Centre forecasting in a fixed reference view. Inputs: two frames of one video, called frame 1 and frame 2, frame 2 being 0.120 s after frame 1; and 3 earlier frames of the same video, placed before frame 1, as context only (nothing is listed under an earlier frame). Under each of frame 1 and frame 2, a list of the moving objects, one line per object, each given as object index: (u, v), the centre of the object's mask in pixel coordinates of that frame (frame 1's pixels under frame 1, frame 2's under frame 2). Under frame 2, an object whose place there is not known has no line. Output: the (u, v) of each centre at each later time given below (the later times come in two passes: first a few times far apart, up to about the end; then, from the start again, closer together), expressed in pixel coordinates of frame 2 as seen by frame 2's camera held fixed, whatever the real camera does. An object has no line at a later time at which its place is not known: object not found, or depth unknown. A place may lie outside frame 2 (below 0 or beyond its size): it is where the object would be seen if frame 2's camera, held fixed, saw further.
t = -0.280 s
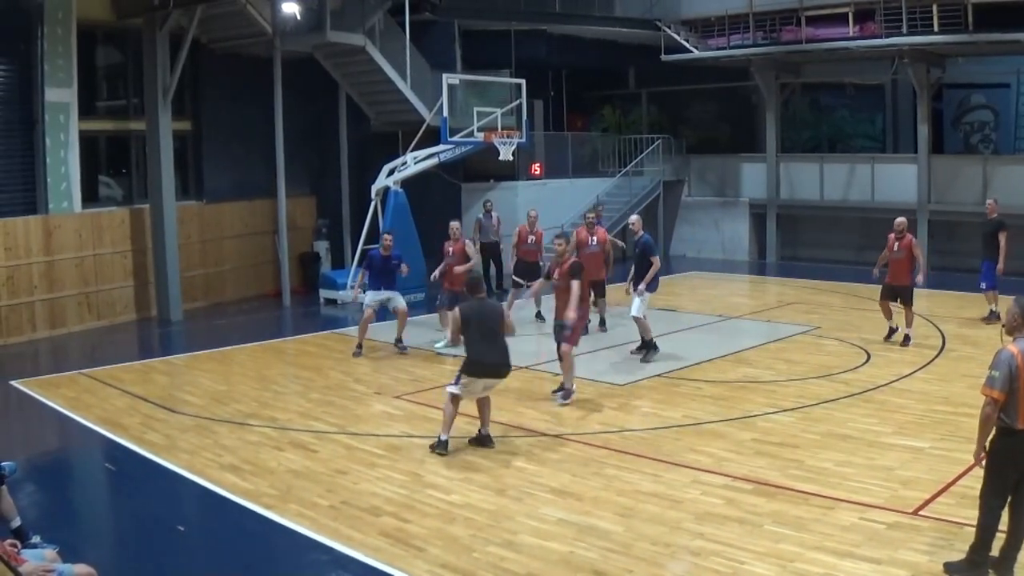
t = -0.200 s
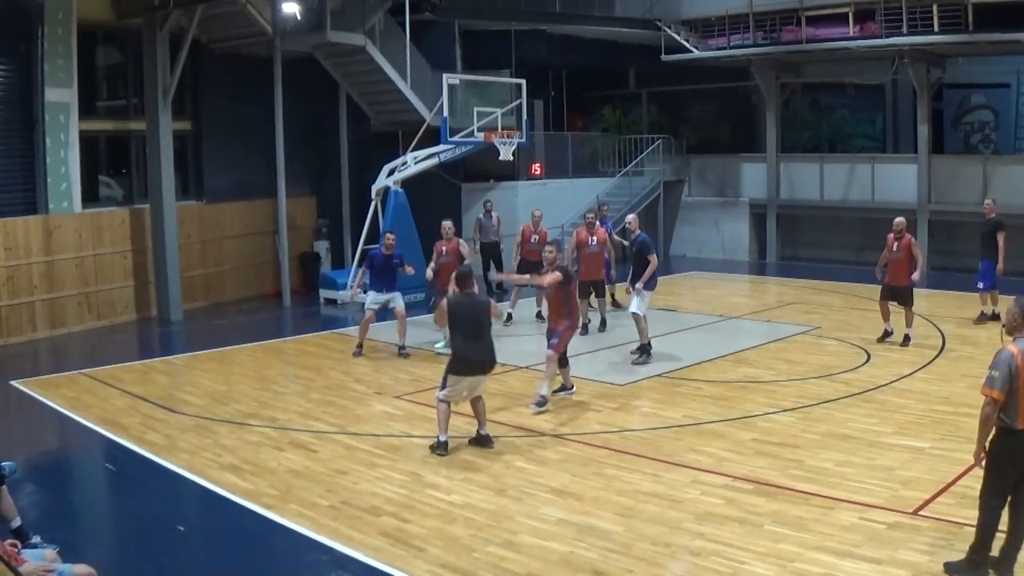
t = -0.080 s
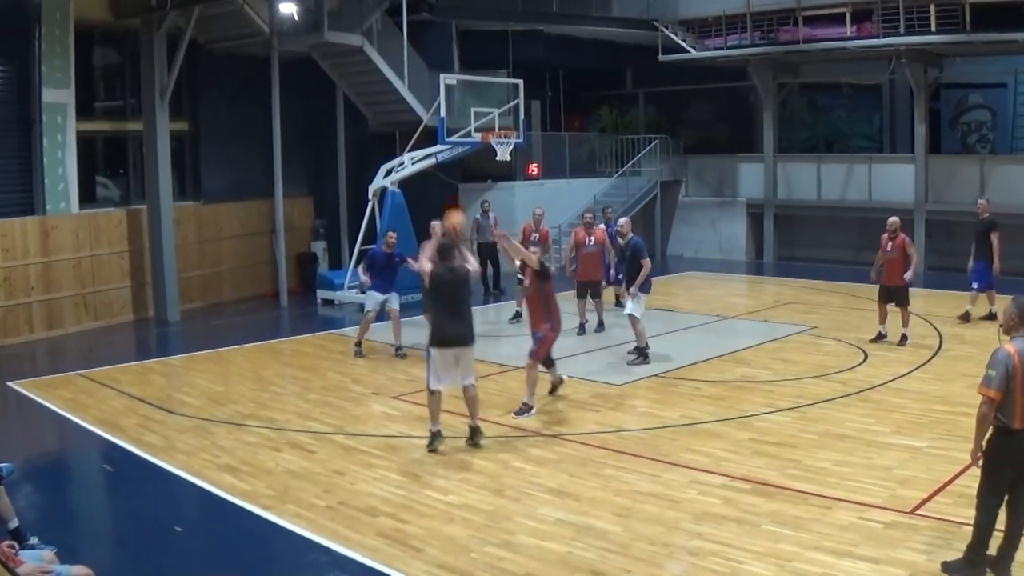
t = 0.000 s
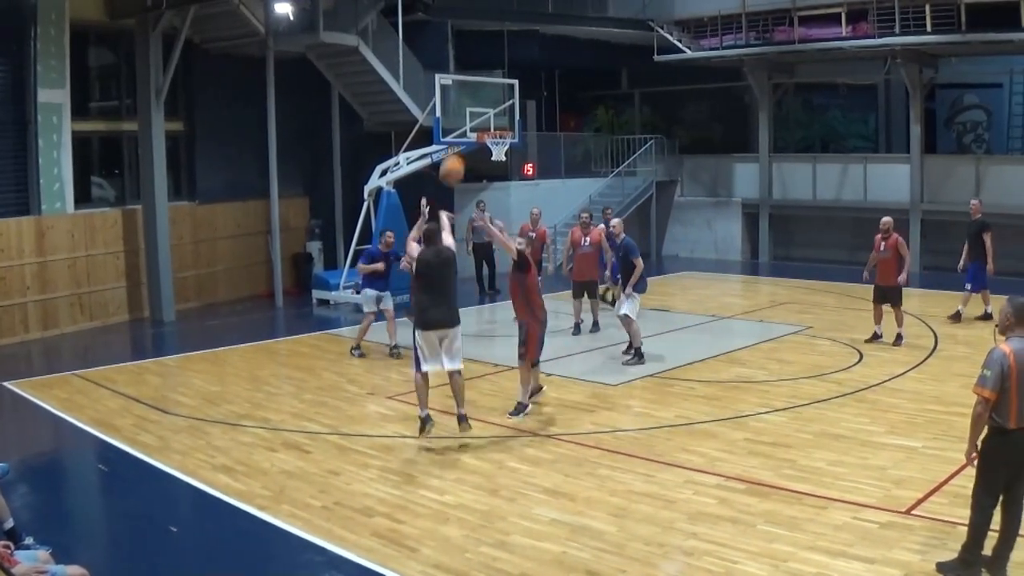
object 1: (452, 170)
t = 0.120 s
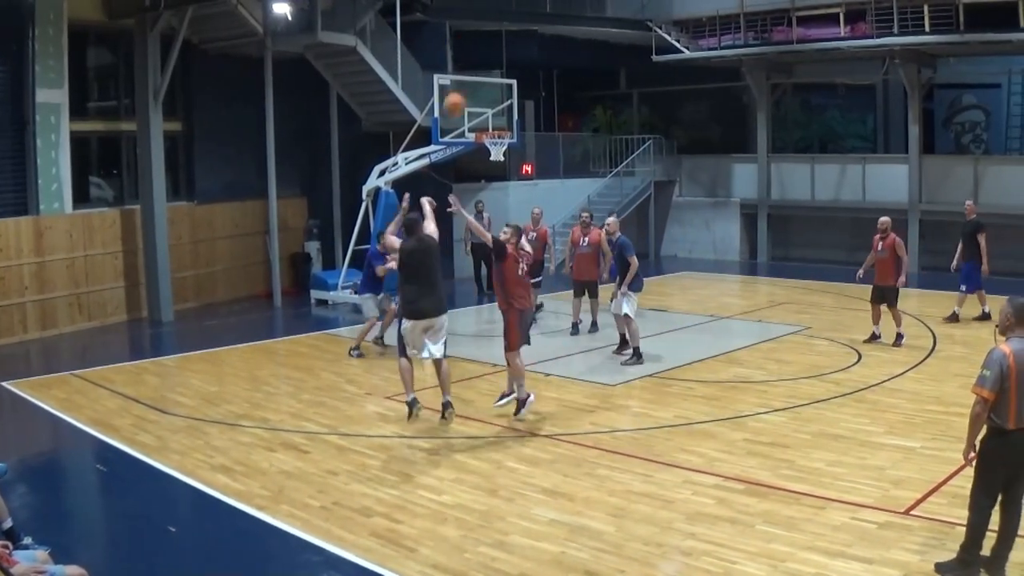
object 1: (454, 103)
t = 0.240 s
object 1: (459, 61)
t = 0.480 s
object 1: (466, 21)
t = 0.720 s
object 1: (475, 28)
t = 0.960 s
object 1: (484, 69)
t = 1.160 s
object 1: (493, 124)
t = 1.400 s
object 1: (484, 145)
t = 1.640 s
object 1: (492, 155)
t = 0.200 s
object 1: (457, 74)
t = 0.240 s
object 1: (459, 61)
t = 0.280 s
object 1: (460, 51)
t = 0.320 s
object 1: (462, 42)
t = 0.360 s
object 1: (463, 34)
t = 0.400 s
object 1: (464, 29)
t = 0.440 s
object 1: (465, 24)
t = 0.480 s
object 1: (466, 21)
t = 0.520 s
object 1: (467, 19)
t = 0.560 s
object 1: (469, 19)
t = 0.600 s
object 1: (471, 20)
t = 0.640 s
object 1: (472, 21)
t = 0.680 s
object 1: (474, 24)
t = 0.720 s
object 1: (475, 28)
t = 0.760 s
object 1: (476, 33)
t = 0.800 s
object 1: (477, 38)
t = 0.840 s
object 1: (479, 45)
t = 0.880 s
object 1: (481, 52)
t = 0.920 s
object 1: (482, 61)
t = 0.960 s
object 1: (484, 69)
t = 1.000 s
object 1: (486, 80)
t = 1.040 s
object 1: (489, 92)
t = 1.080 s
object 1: (489, 101)
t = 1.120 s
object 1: (491, 112)
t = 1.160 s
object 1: (493, 124)
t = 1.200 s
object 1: (500, 129)
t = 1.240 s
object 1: (504, 137)
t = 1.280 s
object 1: (499, 141)
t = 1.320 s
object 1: (490, 149)
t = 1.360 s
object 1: (488, 151)
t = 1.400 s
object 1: (484, 145)
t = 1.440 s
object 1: (485, 146)
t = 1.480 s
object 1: (486, 145)
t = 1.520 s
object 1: (486, 147)
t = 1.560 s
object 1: (489, 150)
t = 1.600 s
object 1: (491, 152)
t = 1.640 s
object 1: (492, 155)
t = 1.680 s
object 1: (496, 158)
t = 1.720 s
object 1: (498, 162)
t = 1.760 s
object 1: (502, 163)
